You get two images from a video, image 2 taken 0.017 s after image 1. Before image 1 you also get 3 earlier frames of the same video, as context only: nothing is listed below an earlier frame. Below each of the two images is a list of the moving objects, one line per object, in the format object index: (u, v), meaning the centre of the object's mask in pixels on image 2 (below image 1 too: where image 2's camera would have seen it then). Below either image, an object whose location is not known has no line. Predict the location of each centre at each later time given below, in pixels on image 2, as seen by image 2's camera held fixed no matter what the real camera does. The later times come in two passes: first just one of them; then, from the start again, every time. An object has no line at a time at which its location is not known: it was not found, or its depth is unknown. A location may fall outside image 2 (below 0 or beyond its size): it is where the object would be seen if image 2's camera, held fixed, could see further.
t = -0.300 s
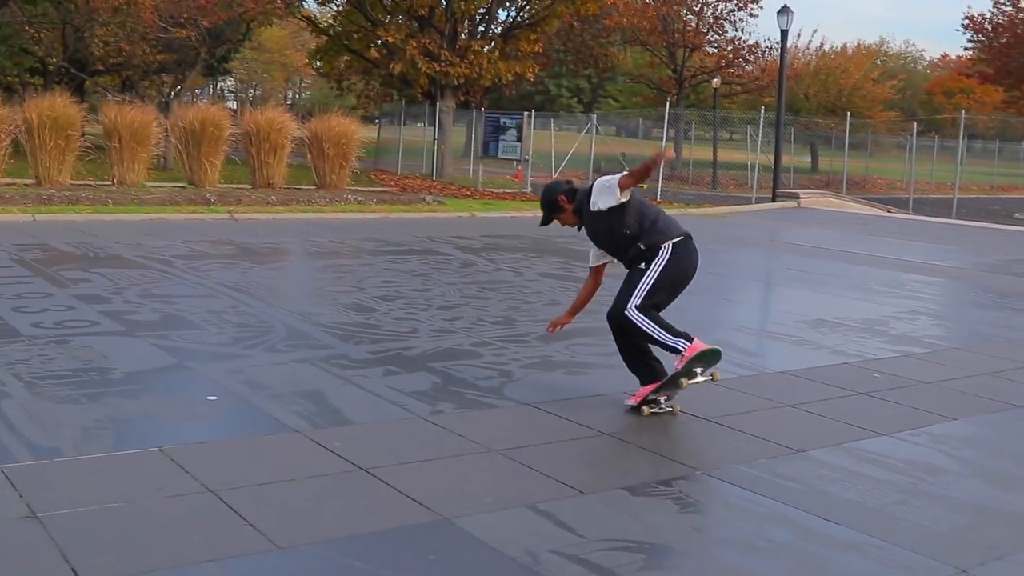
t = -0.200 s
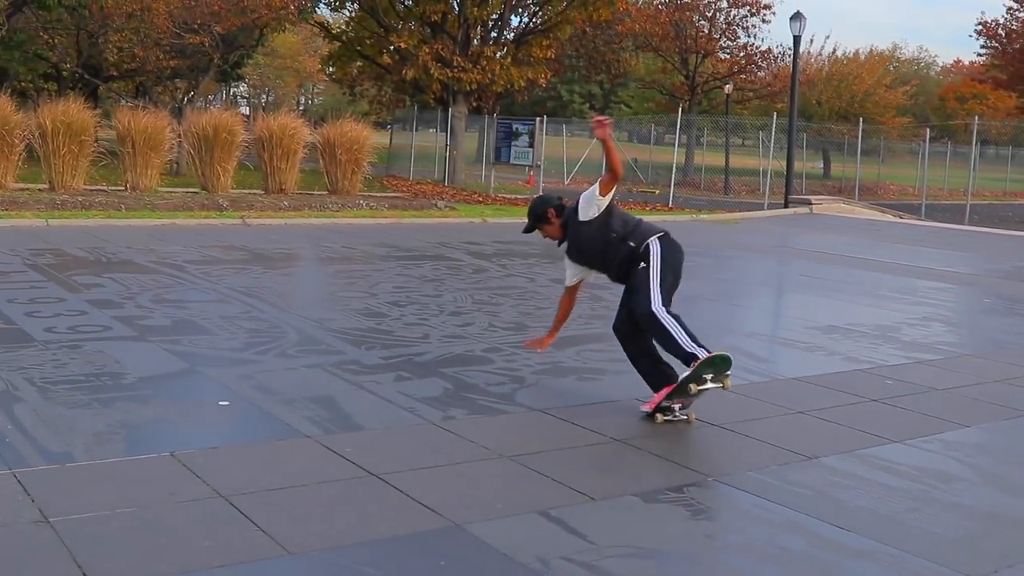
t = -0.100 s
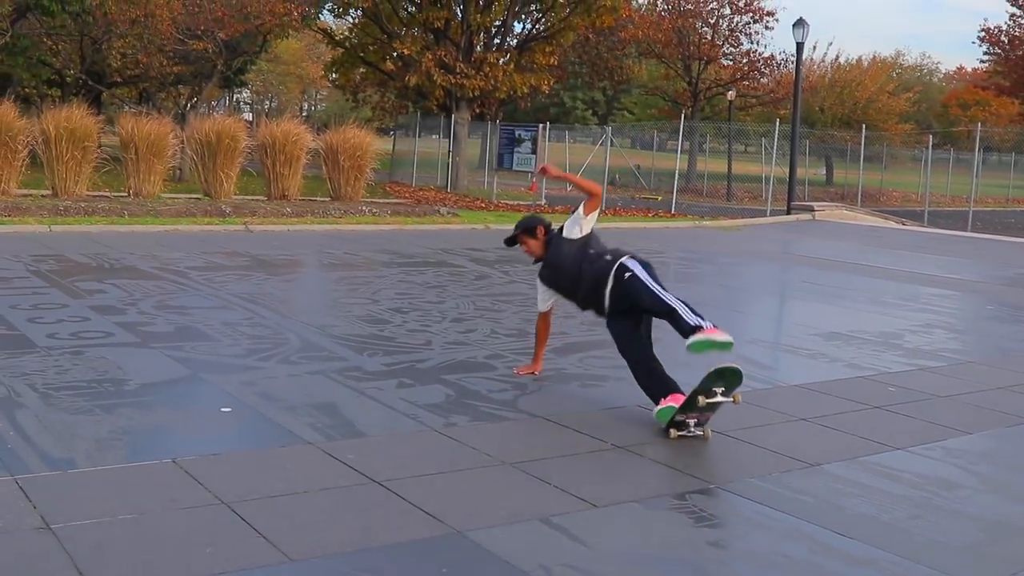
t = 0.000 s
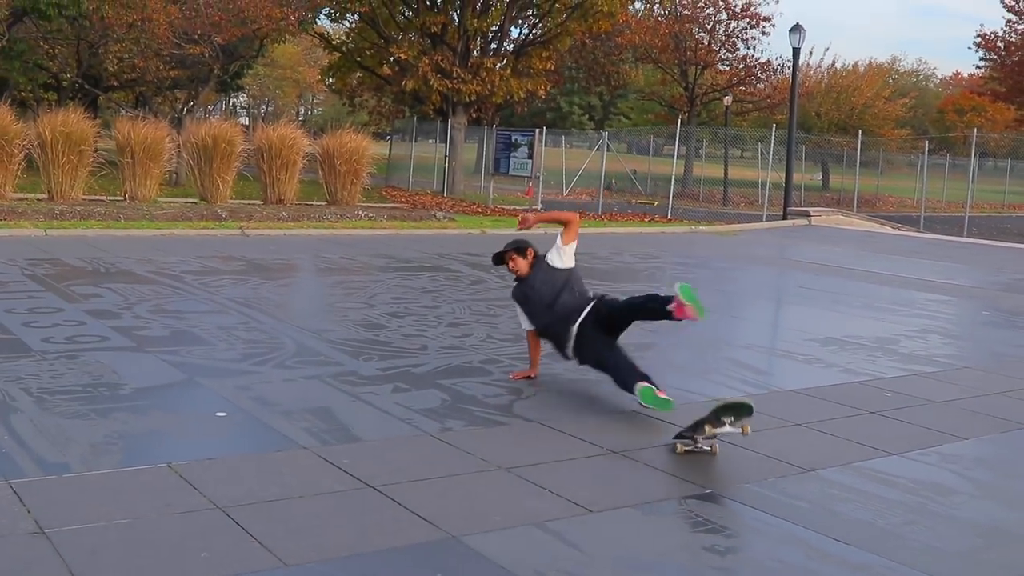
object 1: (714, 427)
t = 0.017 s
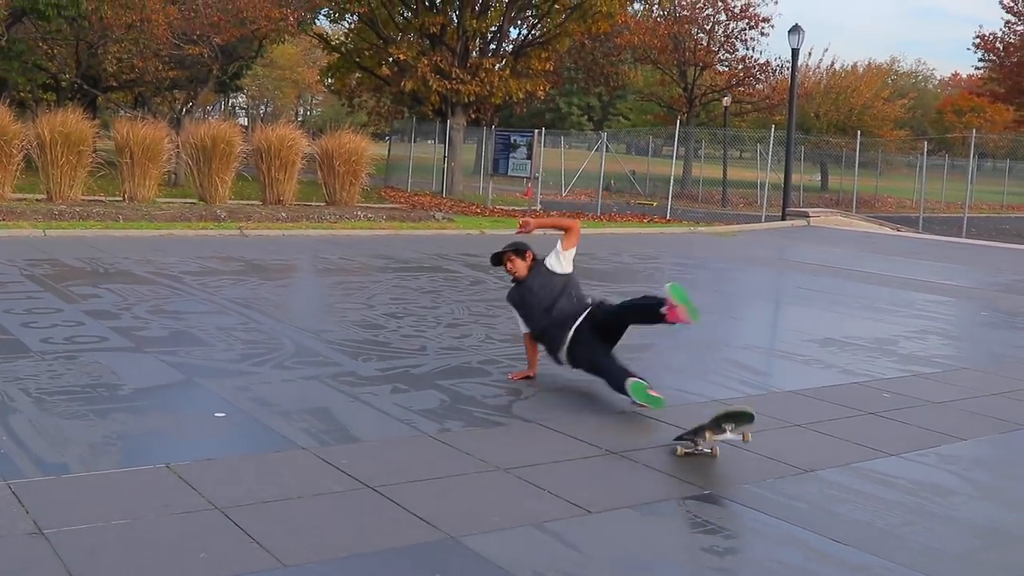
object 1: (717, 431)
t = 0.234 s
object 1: (736, 473)
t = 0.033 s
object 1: (719, 437)
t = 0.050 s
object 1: (718, 443)
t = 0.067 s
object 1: (717, 448)
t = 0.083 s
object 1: (718, 453)
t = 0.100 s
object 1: (720, 457)
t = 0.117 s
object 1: (721, 462)
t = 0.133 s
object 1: (723, 464)
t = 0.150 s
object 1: (726, 465)
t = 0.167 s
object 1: (728, 466)
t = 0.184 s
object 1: (730, 468)
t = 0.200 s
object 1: (732, 469)
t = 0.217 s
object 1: (734, 471)
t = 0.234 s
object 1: (736, 473)
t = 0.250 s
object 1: (738, 475)
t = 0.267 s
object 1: (740, 478)
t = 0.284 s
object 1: (743, 481)
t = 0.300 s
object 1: (745, 485)
